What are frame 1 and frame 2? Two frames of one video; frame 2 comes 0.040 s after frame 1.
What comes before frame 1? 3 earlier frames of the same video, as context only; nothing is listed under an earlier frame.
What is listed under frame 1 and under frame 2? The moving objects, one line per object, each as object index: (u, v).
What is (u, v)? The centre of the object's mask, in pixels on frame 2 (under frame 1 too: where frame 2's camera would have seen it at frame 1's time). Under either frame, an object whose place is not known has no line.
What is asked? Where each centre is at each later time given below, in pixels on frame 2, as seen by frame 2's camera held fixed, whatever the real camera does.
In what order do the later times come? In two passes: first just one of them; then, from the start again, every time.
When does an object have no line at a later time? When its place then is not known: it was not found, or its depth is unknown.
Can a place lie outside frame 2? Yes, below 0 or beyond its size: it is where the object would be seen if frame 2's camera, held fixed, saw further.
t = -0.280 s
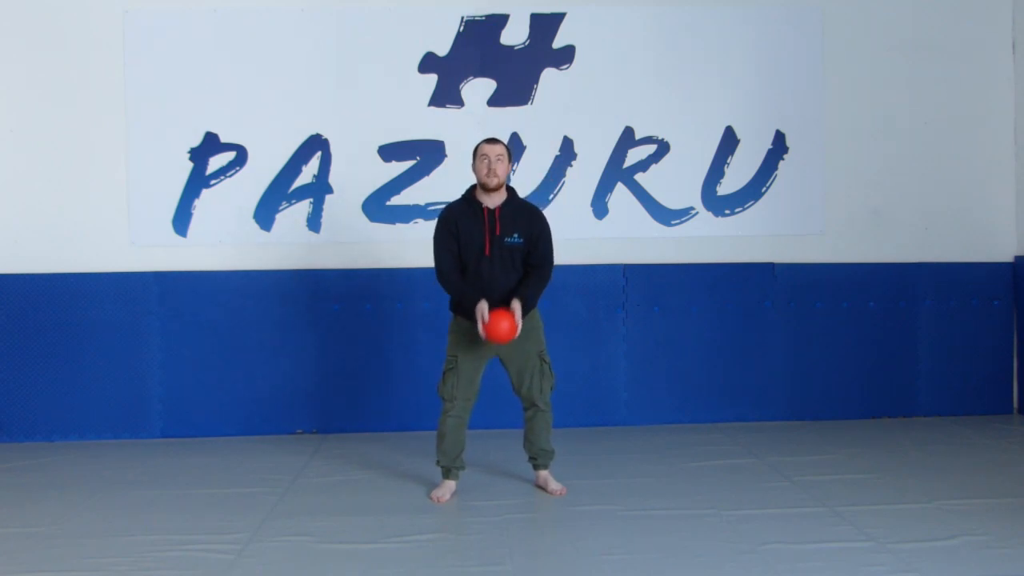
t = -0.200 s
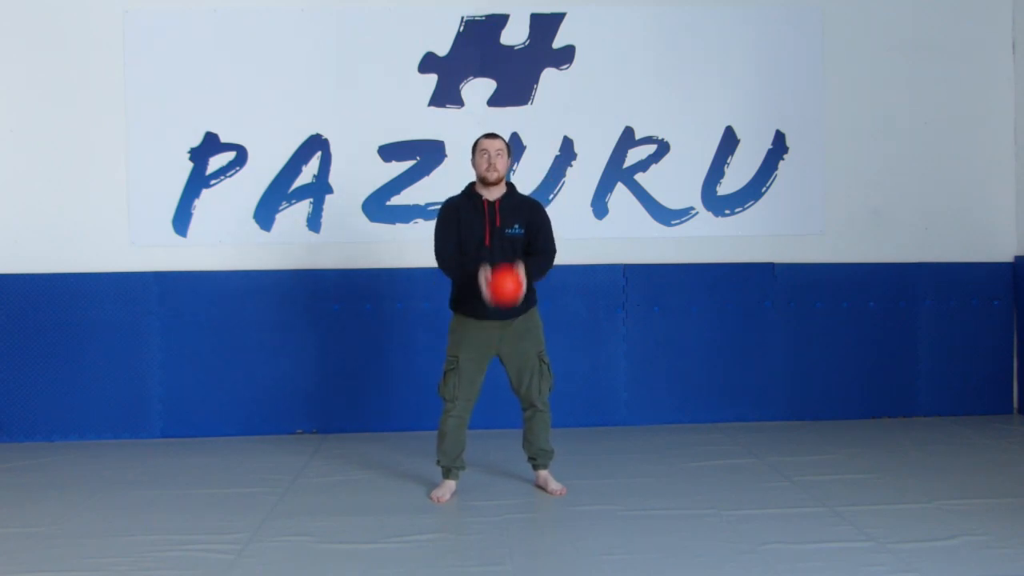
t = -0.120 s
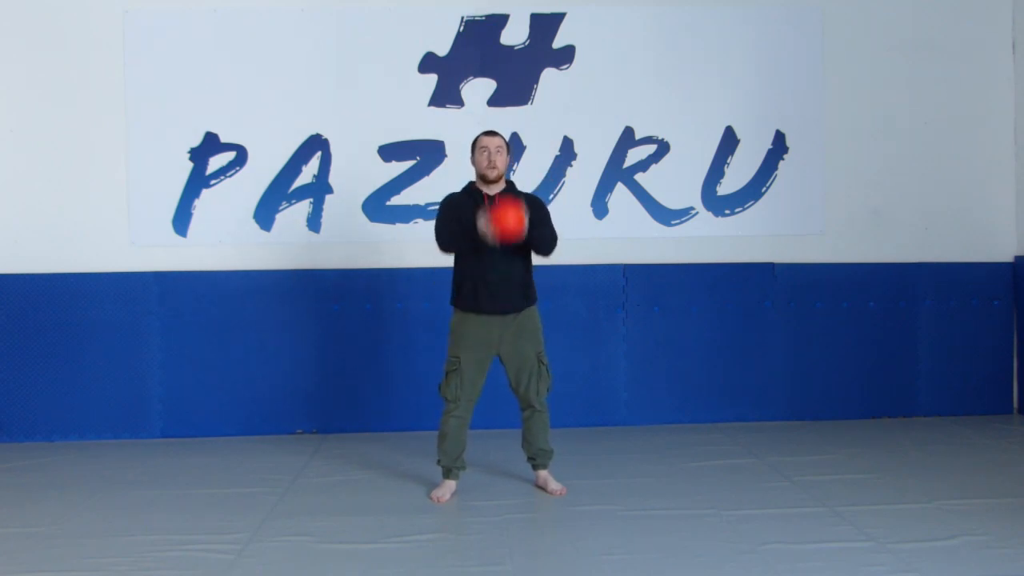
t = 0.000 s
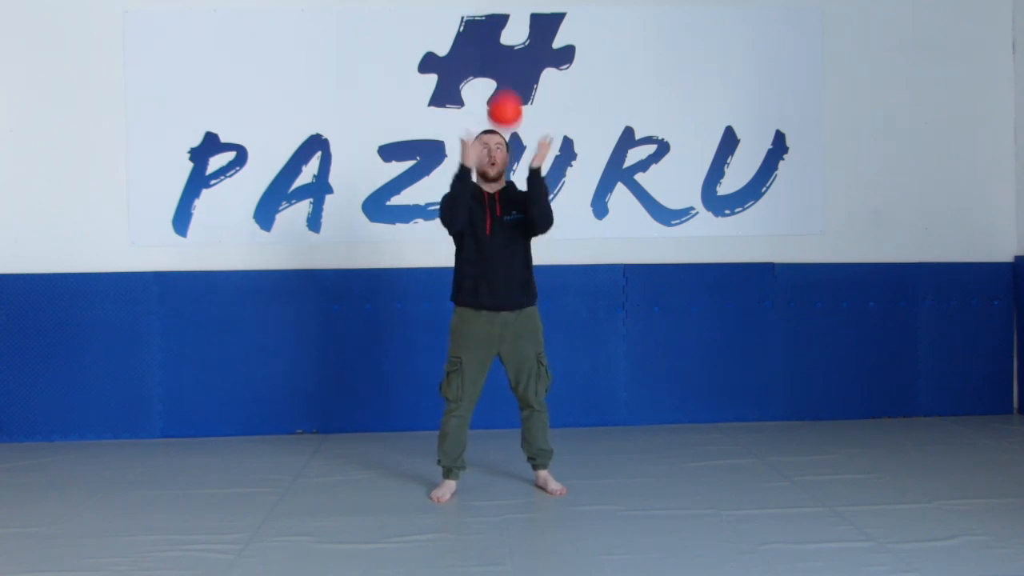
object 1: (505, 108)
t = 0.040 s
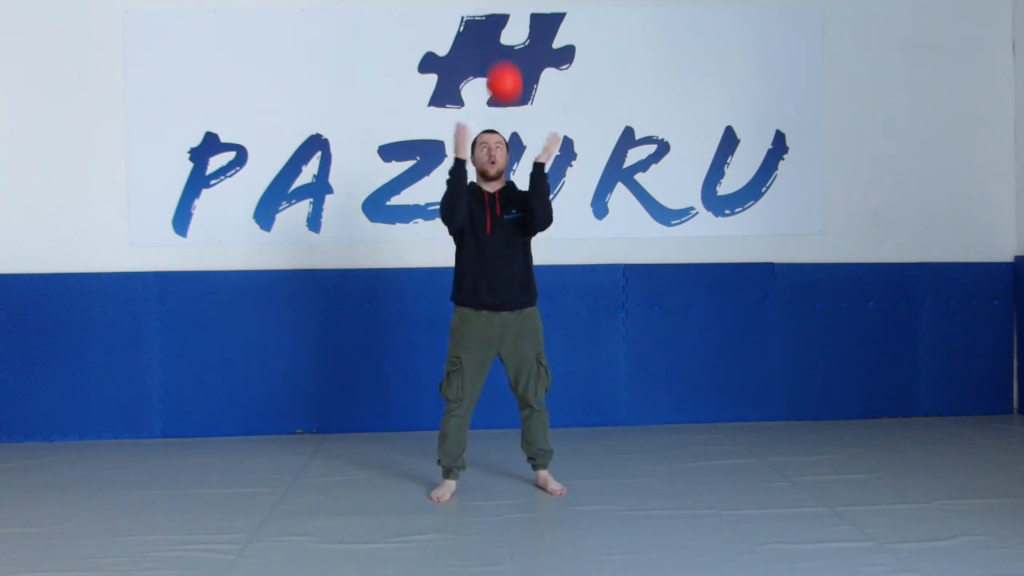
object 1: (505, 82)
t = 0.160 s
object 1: (501, 19)
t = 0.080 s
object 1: (503, 59)
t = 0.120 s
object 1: (501, 37)
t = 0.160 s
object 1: (501, 19)
